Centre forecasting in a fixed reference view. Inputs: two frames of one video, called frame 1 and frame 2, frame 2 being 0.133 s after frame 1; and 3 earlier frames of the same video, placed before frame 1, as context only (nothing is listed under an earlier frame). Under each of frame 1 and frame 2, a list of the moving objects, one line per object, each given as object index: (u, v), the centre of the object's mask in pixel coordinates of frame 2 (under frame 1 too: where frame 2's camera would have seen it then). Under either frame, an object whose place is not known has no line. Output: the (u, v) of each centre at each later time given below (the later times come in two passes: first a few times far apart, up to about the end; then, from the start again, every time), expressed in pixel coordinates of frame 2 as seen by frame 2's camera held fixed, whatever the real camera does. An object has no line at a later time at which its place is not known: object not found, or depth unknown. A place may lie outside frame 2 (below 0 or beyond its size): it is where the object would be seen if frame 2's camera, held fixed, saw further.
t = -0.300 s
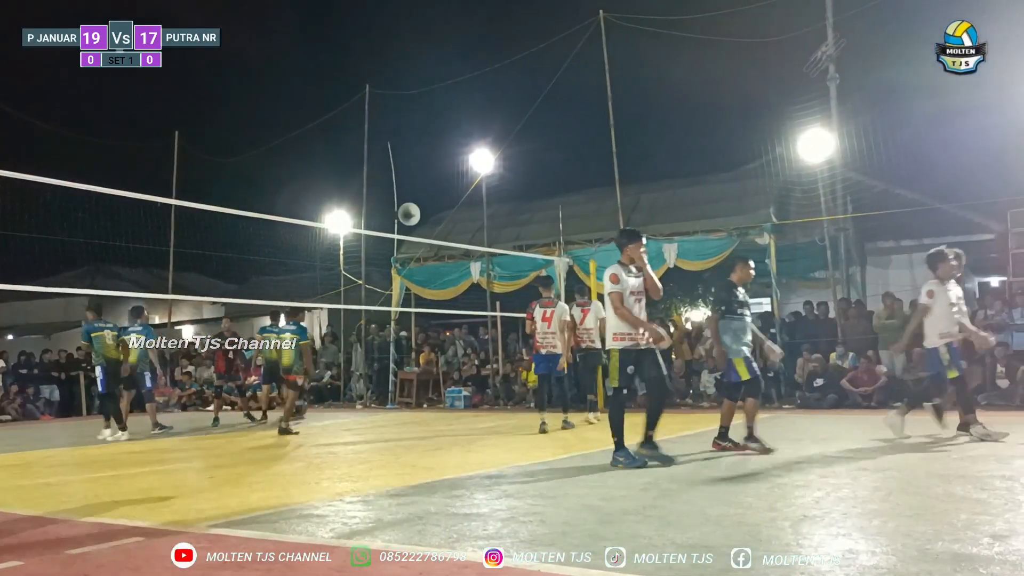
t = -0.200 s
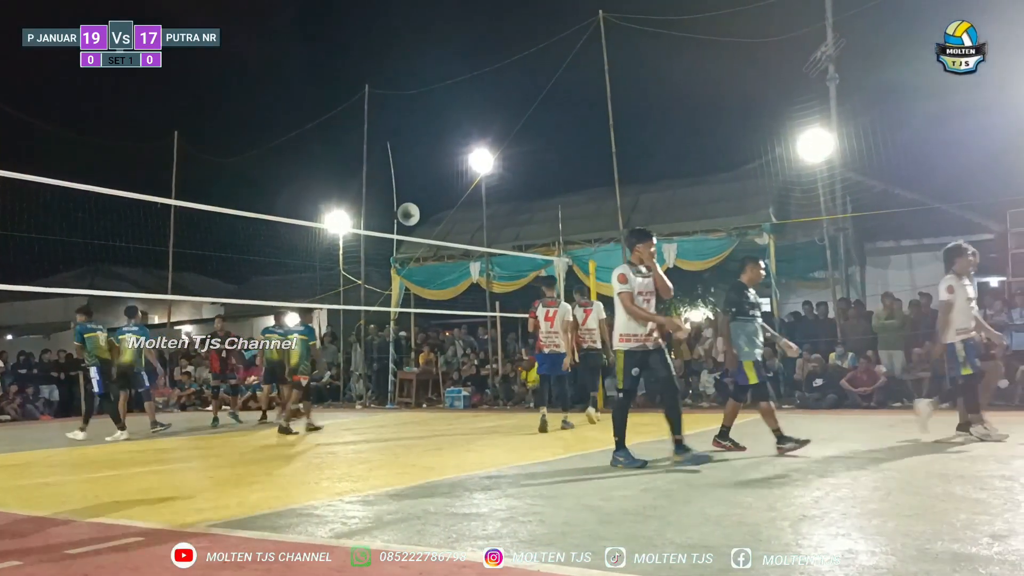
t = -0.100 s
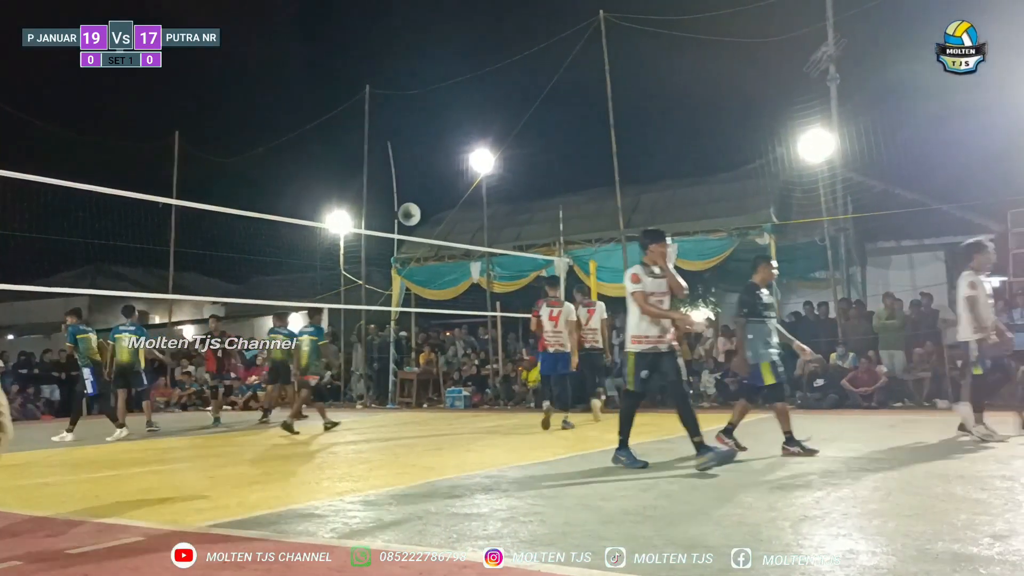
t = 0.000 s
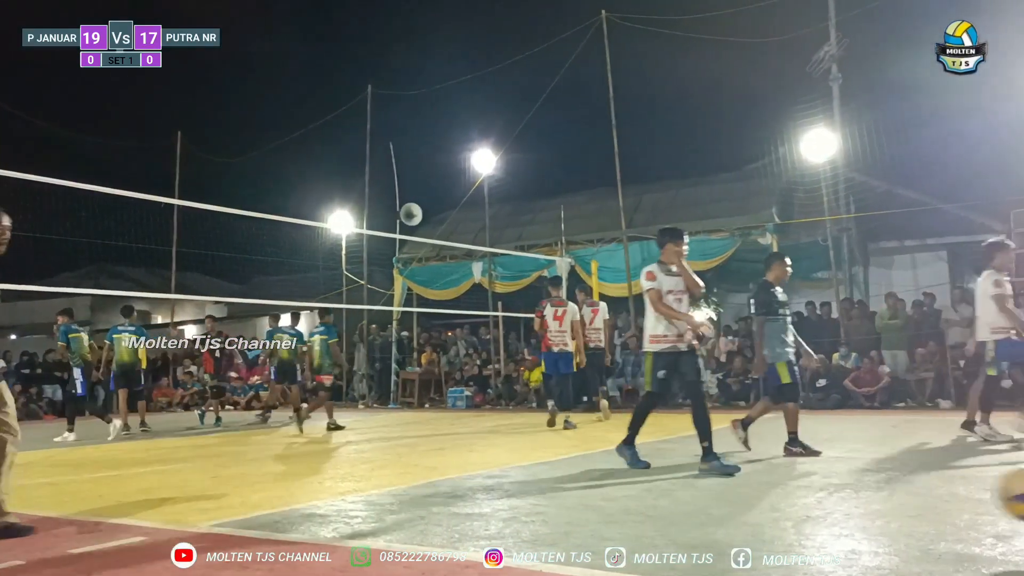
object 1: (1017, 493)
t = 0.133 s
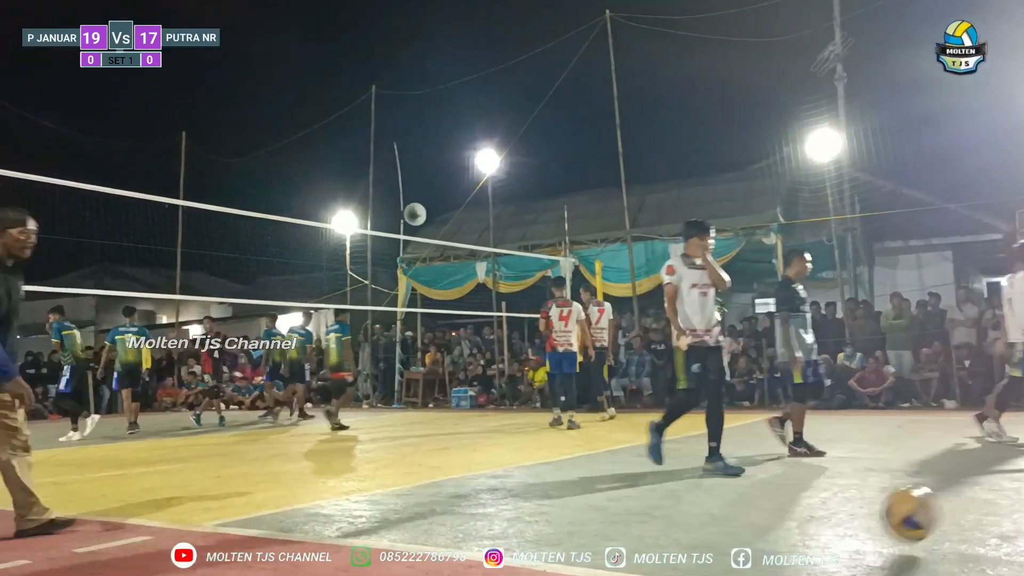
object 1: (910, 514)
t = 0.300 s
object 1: (767, 498)
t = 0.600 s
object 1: (545, 498)
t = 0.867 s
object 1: (380, 504)
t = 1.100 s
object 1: (249, 503)
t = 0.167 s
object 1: (878, 523)
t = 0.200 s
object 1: (850, 513)
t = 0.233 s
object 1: (822, 505)
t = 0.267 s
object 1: (793, 499)
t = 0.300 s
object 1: (767, 498)
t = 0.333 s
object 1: (740, 497)
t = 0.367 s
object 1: (715, 501)
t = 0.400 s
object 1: (688, 506)
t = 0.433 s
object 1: (664, 517)
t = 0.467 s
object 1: (640, 509)
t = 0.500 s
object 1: (615, 502)
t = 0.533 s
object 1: (592, 498)
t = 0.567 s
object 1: (570, 497)
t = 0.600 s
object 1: (545, 498)
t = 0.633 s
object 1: (524, 502)
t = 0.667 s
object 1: (501, 508)
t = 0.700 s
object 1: (479, 508)
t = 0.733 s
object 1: (459, 501)
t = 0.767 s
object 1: (438, 498)
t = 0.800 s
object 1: (418, 497)
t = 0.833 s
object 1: (399, 500)
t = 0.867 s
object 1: (380, 504)
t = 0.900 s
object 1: (360, 509)
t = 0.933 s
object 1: (340, 503)
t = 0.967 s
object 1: (320, 501)
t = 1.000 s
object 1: (304, 502)
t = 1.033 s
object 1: (285, 504)
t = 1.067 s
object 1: (267, 508)
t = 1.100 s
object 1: (249, 503)
